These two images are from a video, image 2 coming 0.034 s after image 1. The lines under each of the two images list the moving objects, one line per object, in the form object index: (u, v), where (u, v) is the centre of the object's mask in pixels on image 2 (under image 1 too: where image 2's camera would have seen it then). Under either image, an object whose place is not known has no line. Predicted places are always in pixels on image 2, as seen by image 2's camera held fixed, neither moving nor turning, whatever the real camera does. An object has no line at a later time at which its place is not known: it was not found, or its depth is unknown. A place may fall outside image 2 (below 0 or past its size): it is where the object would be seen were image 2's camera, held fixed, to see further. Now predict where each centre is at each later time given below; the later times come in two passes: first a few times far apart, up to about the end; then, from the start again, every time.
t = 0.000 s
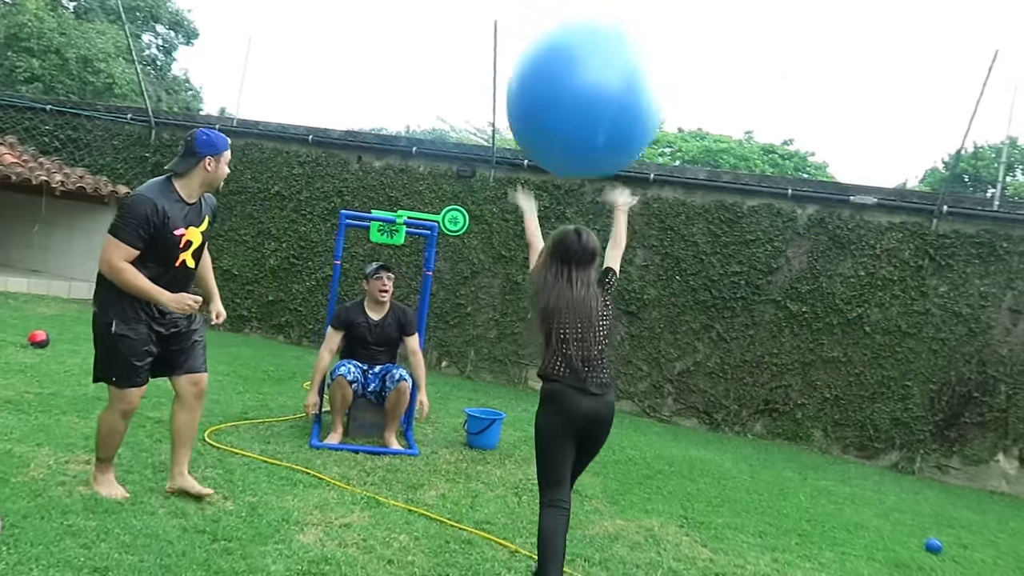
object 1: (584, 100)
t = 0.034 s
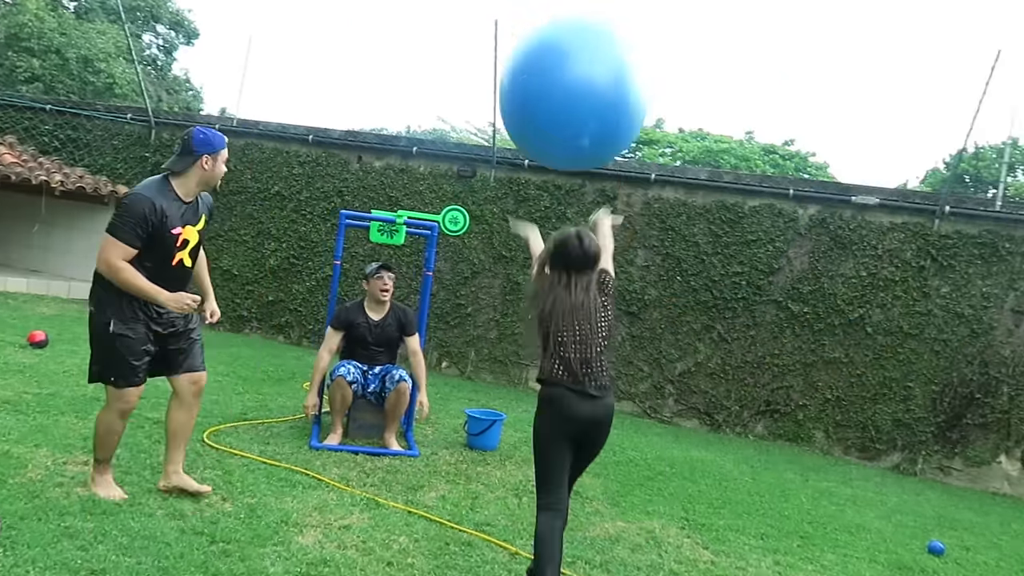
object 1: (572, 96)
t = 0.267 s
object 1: (507, 122)
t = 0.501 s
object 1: (467, 195)
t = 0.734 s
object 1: (445, 269)
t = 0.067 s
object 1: (561, 94)
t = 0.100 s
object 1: (550, 95)
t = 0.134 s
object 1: (540, 97)
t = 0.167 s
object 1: (532, 100)
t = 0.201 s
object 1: (523, 106)
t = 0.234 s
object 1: (514, 114)
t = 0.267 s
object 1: (507, 122)
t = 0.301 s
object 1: (500, 132)
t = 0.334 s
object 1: (495, 142)
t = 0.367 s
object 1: (489, 151)
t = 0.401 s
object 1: (482, 163)
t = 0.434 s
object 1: (477, 174)
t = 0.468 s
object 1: (472, 185)
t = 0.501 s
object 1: (467, 195)
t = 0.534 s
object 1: (464, 204)
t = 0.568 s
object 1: (462, 212)
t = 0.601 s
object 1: (462, 221)
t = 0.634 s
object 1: (461, 232)
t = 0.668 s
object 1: (460, 250)
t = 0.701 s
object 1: (450, 261)
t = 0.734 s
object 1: (445, 269)
